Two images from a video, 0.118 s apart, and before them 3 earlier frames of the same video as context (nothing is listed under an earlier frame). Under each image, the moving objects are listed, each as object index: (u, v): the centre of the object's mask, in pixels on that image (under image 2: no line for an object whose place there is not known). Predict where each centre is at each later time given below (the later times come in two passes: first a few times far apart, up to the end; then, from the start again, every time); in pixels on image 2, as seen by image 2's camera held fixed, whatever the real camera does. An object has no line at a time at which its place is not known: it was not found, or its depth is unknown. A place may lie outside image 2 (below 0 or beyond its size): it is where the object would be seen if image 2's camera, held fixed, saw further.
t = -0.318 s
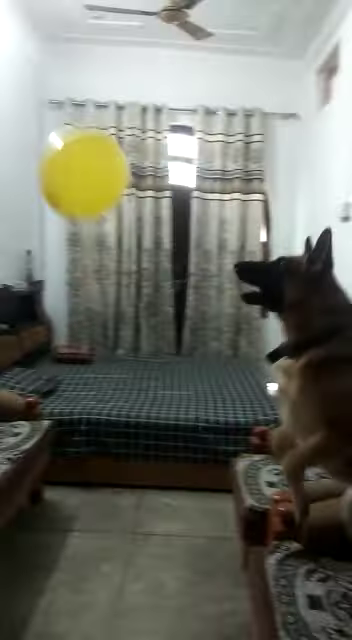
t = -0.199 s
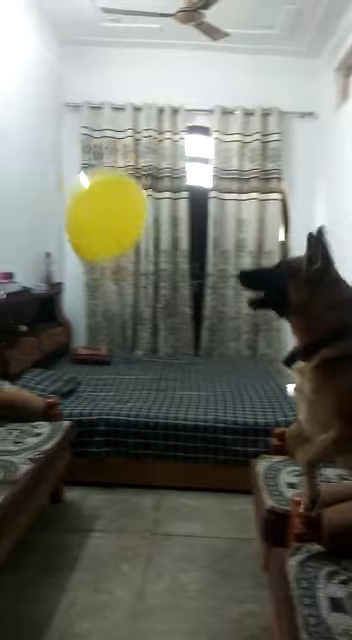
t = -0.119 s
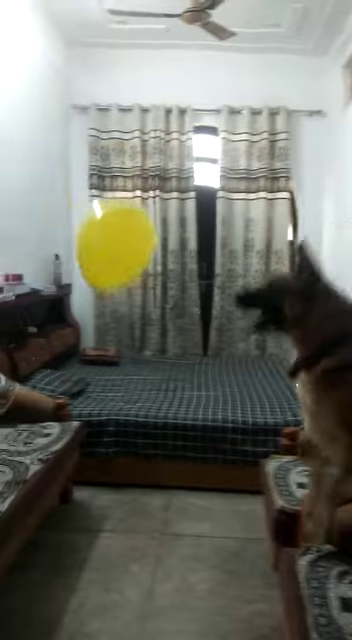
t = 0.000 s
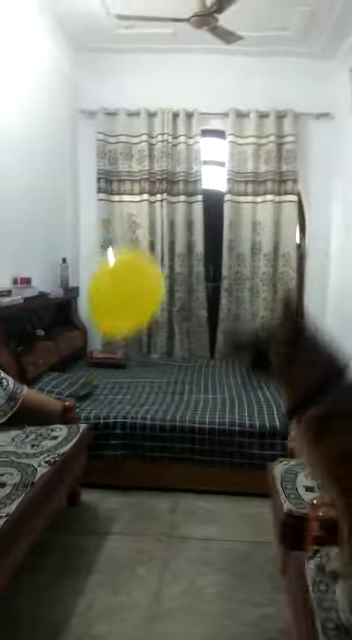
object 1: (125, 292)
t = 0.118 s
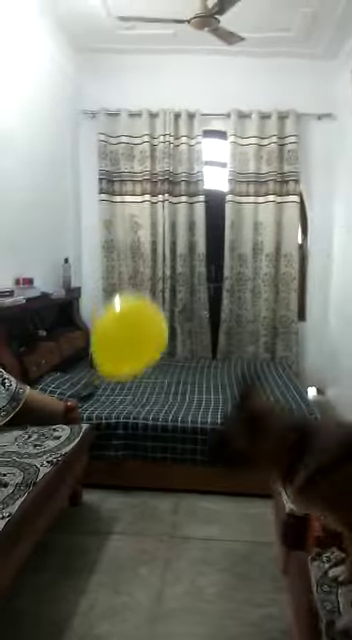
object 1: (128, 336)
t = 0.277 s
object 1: (129, 394)
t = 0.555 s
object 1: (122, 487)
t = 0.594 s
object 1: (118, 501)
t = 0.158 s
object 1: (129, 351)
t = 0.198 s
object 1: (128, 365)
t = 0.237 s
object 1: (129, 379)
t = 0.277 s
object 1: (129, 394)
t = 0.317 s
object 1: (129, 407)
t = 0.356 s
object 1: (129, 420)
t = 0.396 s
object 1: (128, 434)
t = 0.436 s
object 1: (124, 451)
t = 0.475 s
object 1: (125, 462)
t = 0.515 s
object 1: (126, 472)
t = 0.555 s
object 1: (122, 487)
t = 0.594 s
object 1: (118, 501)
